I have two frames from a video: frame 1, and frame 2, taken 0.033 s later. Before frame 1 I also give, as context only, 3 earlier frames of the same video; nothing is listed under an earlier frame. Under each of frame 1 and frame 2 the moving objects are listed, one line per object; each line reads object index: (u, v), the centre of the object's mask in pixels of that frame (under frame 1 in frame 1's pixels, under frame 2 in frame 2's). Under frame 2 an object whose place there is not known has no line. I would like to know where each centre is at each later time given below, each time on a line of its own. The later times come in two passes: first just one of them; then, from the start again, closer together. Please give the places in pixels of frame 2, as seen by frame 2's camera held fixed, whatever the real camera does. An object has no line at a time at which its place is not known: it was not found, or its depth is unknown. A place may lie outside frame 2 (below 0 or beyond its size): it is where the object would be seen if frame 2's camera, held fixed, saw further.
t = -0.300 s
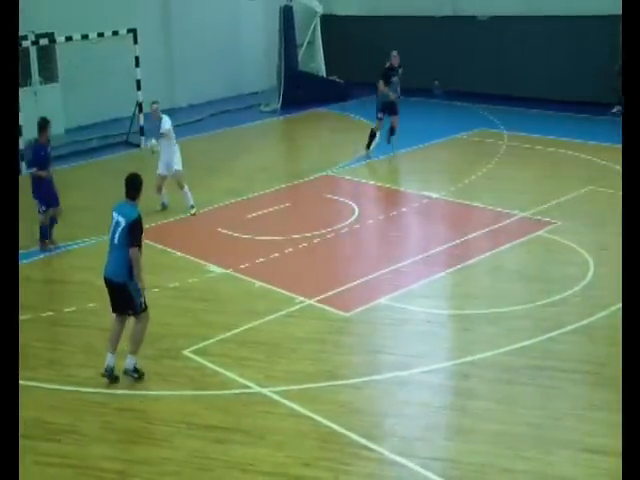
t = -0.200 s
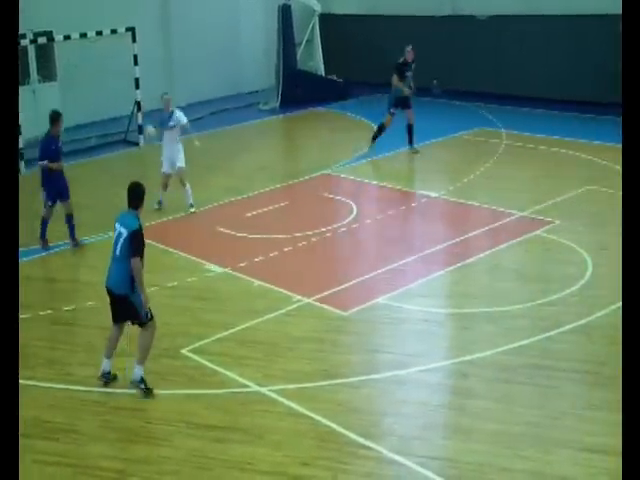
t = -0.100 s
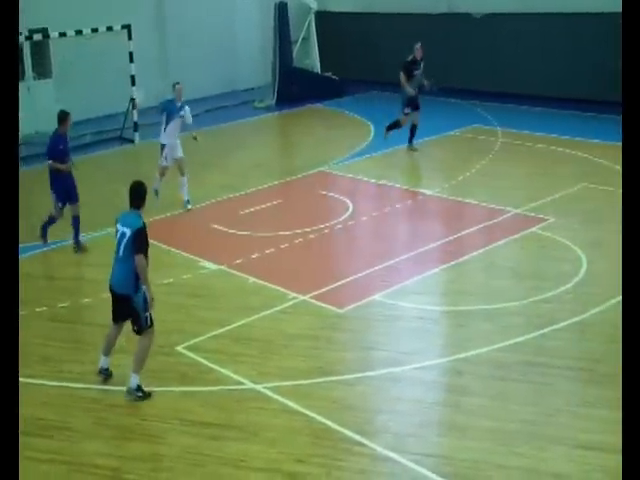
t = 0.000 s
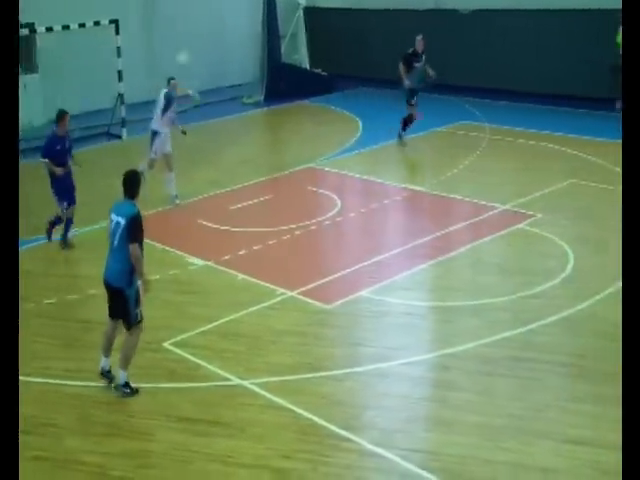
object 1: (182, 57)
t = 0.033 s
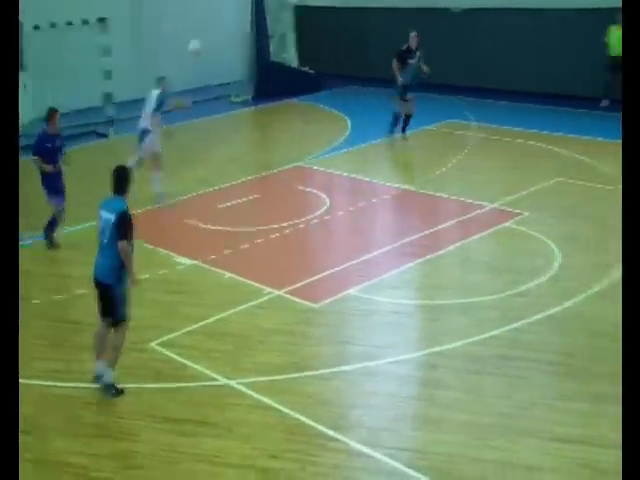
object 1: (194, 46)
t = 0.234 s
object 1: (348, -2)
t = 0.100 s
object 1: (237, 28)
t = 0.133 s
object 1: (268, 19)
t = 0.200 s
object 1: (315, 6)
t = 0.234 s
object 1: (348, -2)
